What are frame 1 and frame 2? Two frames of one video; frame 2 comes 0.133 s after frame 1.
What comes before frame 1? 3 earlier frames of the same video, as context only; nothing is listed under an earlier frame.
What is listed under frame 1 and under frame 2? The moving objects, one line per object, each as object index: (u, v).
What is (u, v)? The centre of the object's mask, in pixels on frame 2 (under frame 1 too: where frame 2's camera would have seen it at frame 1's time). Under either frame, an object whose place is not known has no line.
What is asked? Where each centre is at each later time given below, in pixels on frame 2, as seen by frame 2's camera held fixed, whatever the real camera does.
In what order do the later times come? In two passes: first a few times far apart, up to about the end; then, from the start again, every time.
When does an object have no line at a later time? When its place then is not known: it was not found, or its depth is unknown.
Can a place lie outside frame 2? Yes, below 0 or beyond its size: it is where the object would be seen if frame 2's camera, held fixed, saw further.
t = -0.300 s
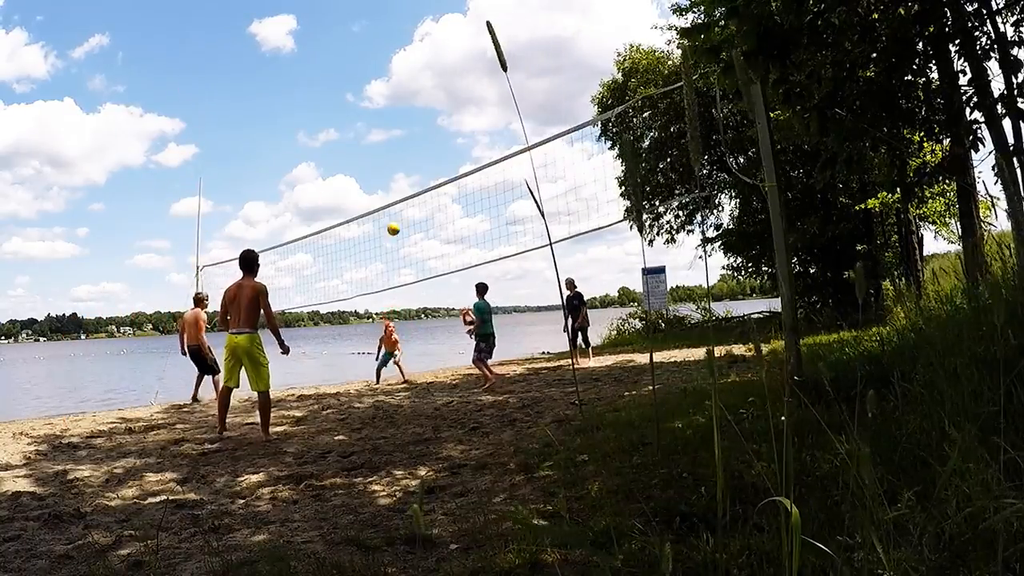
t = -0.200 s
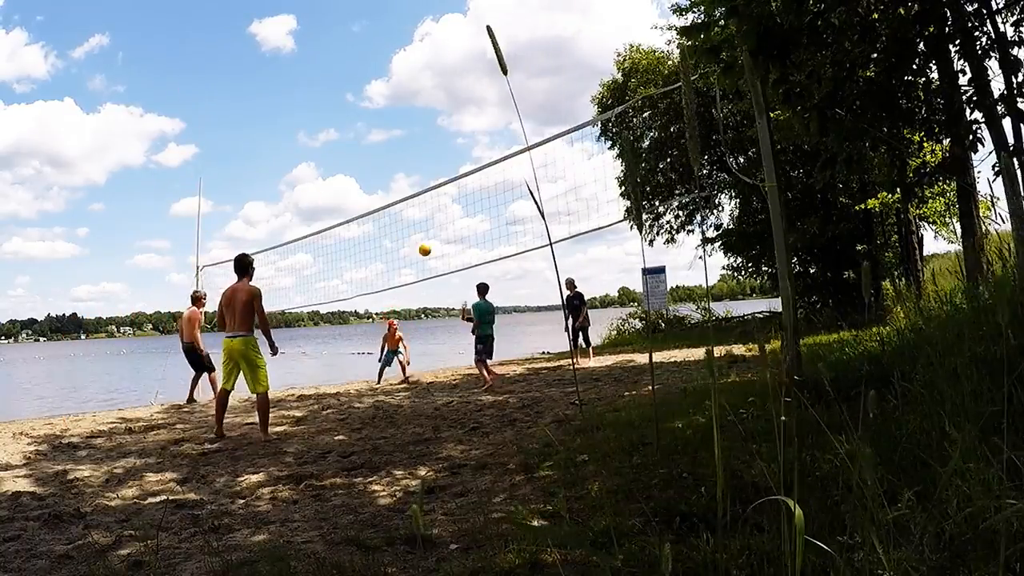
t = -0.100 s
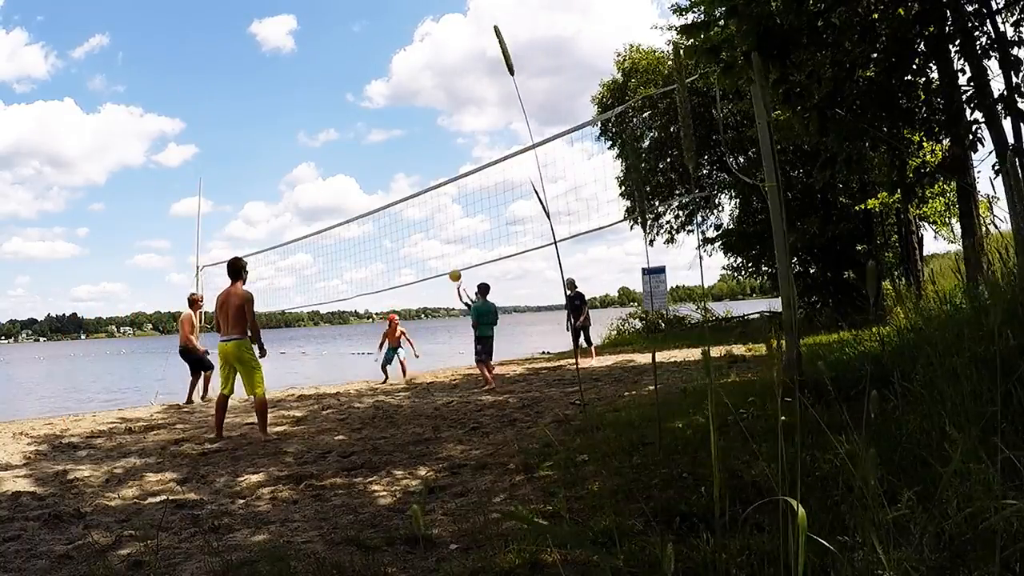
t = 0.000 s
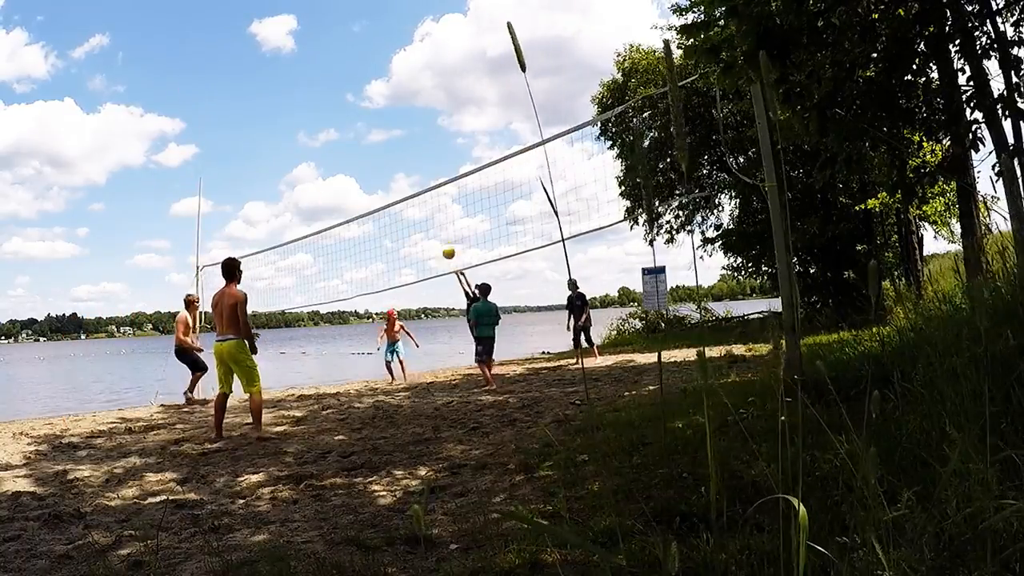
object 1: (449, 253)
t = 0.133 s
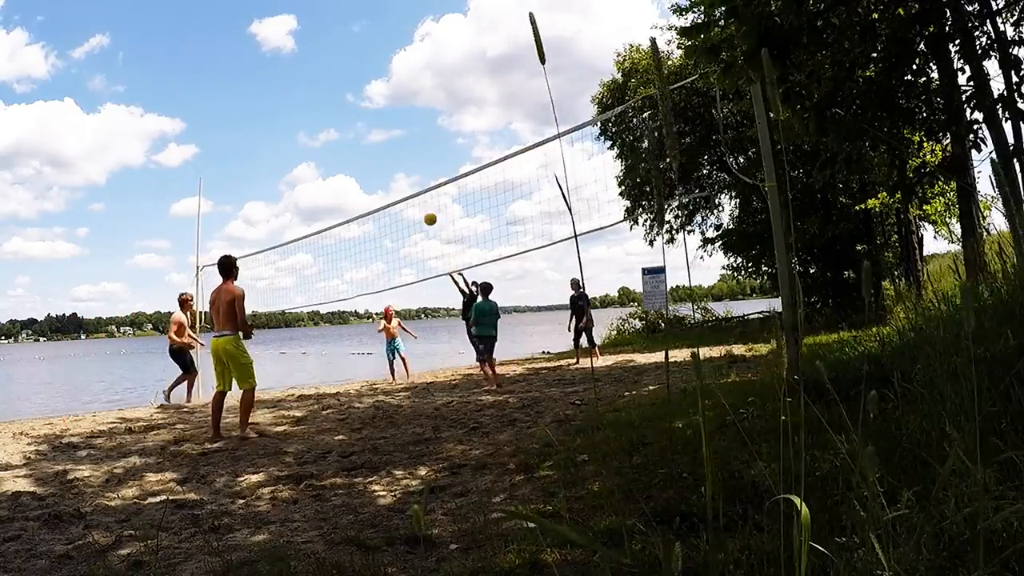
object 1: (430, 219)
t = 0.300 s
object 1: (406, 190)
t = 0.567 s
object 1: (365, 177)
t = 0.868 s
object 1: (312, 228)
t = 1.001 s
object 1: (287, 279)
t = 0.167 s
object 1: (425, 212)
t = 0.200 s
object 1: (420, 205)
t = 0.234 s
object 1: (416, 200)
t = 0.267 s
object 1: (411, 194)
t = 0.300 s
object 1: (406, 190)
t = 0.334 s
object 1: (401, 185)
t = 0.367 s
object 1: (396, 182)
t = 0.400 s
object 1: (391, 179)
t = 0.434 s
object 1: (385, 177)
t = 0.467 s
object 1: (380, 176)
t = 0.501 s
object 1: (375, 175)
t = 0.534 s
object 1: (370, 176)
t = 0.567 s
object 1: (365, 177)
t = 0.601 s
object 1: (359, 178)
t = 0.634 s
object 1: (354, 181)
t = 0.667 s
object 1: (348, 185)
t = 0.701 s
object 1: (342, 190)
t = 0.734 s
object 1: (336, 195)
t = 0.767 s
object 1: (330, 202)
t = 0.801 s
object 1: (324, 210)
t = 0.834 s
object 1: (318, 219)
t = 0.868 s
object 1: (312, 228)
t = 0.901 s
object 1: (306, 239)
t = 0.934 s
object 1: (300, 251)
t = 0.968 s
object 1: (294, 264)
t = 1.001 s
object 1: (287, 279)
